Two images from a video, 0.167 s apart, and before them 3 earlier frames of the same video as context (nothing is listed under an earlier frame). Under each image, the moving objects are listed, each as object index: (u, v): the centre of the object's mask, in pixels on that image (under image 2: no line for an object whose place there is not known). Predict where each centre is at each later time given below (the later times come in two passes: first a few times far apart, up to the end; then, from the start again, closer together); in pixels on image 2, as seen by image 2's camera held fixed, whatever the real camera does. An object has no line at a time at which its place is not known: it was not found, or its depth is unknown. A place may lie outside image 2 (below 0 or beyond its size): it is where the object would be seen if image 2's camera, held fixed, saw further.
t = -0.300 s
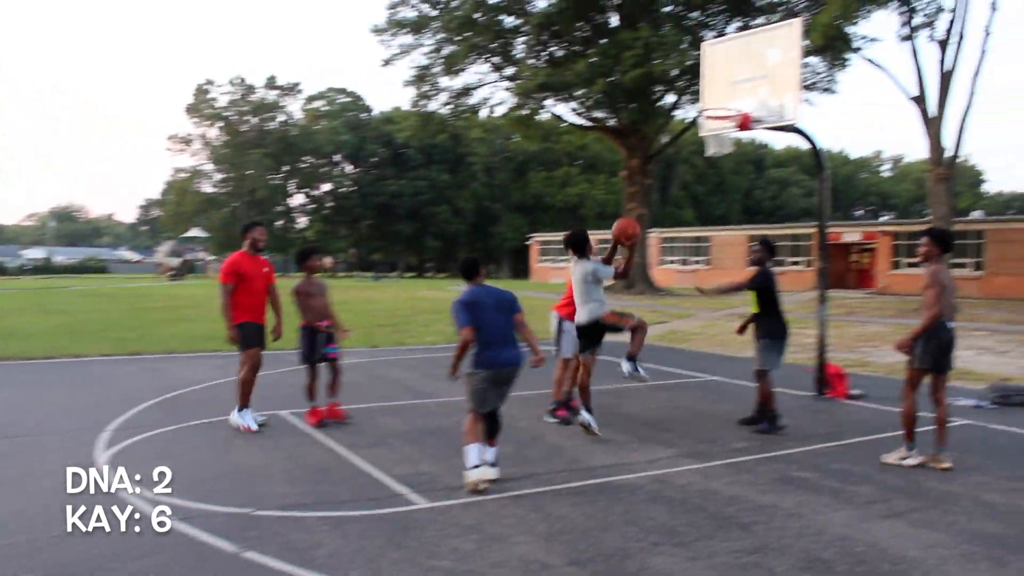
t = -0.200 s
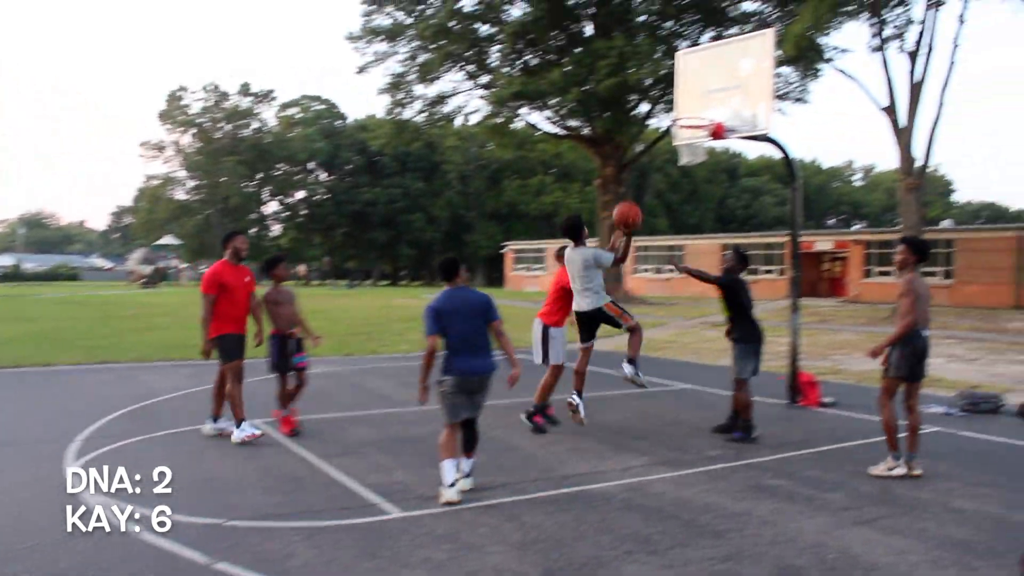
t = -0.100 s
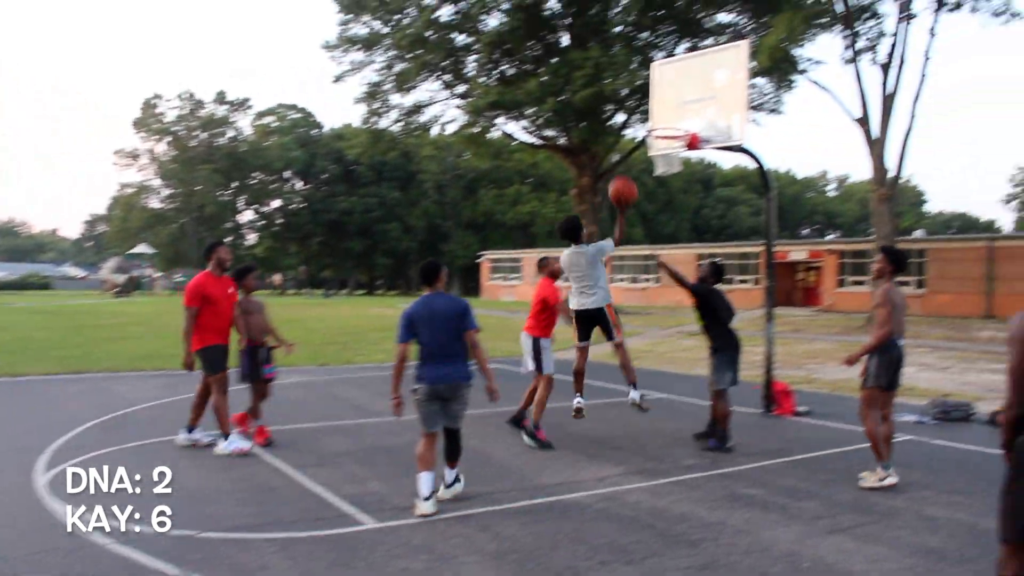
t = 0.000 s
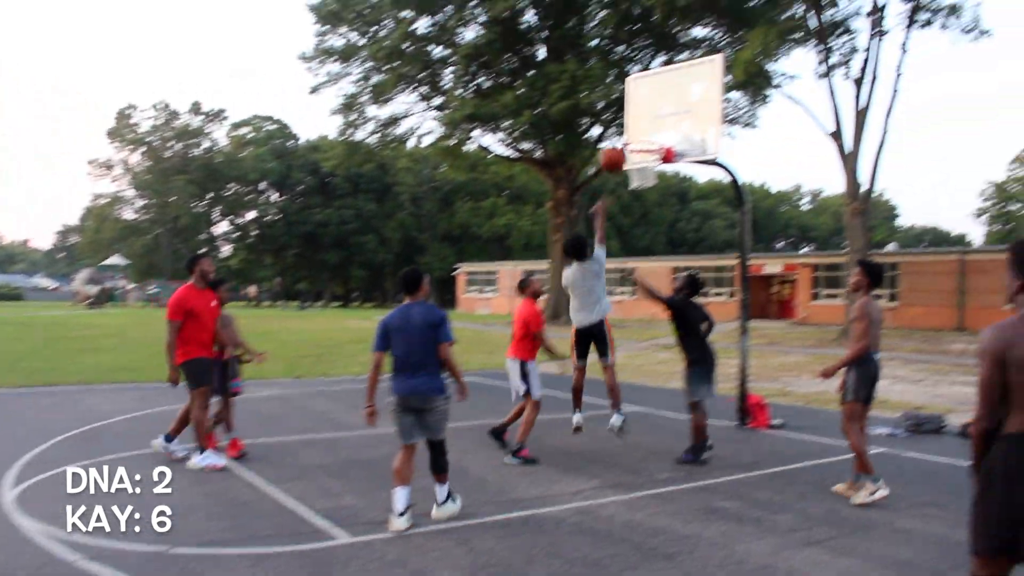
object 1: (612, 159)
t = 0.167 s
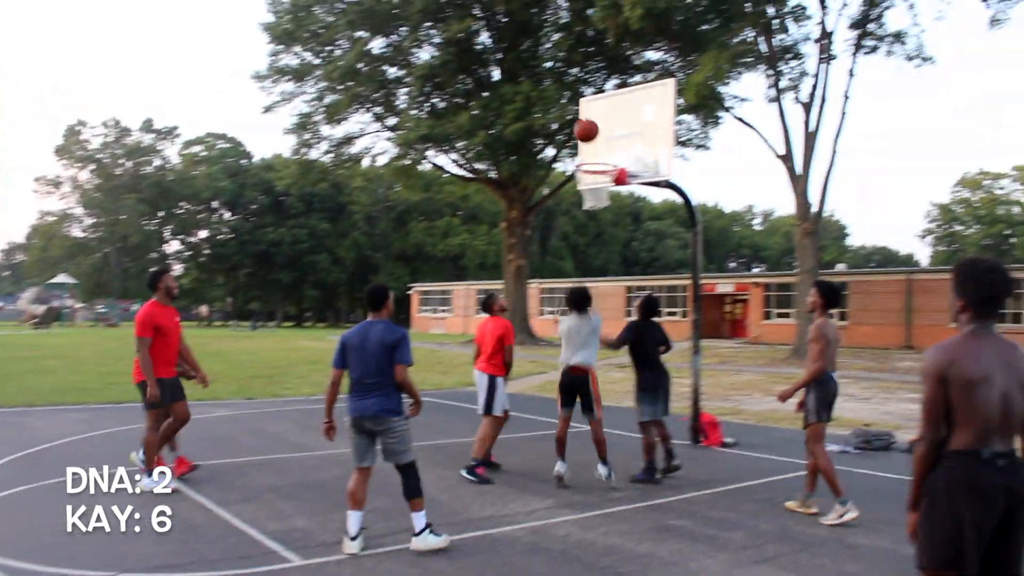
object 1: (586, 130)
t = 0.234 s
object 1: (592, 120)
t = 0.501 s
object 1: (612, 121)
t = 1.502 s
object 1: (602, 188)
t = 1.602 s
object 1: (598, 194)
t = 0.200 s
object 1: (589, 124)
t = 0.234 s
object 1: (592, 120)
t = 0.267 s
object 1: (595, 116)
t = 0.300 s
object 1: (597, 114)
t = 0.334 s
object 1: (600, 113)
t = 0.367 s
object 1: (602, 112)
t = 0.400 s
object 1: (605, 113)
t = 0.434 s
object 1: (607, 115)
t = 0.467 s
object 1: (610, 117)
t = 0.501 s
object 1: (612, 121)
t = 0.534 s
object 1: (615, 125)
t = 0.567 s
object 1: (614, 129)
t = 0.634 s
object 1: (600, 136)
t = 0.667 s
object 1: (592, 142)
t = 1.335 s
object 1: (593, 167)
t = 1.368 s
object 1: (597, 172)
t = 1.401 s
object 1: (599, 175)
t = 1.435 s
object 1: (601, 181)
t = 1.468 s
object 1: (601, 187)
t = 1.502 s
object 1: (602, 188)
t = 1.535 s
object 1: (601, 189)
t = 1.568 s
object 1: (600, 191)
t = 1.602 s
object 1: (598, 194)
